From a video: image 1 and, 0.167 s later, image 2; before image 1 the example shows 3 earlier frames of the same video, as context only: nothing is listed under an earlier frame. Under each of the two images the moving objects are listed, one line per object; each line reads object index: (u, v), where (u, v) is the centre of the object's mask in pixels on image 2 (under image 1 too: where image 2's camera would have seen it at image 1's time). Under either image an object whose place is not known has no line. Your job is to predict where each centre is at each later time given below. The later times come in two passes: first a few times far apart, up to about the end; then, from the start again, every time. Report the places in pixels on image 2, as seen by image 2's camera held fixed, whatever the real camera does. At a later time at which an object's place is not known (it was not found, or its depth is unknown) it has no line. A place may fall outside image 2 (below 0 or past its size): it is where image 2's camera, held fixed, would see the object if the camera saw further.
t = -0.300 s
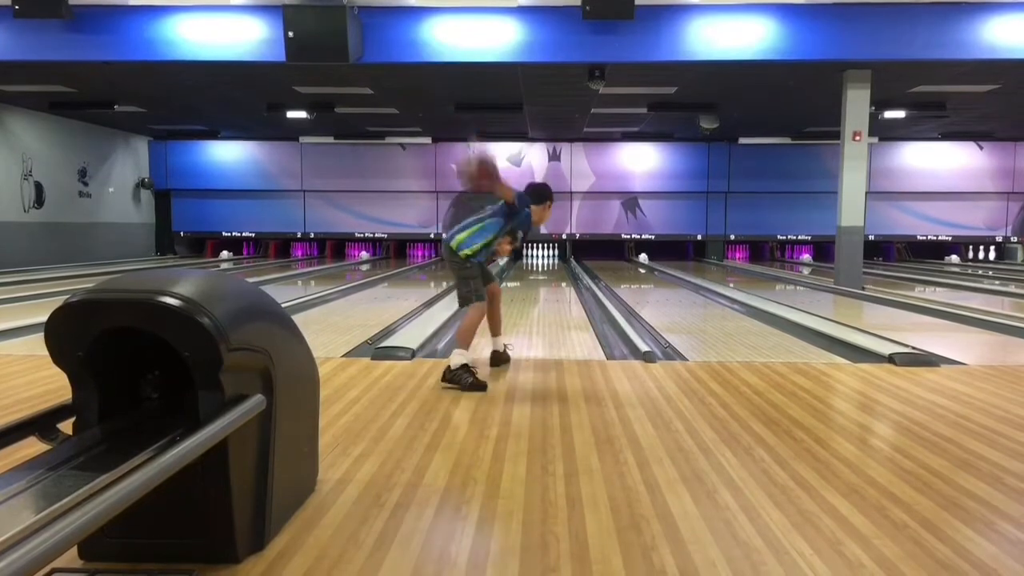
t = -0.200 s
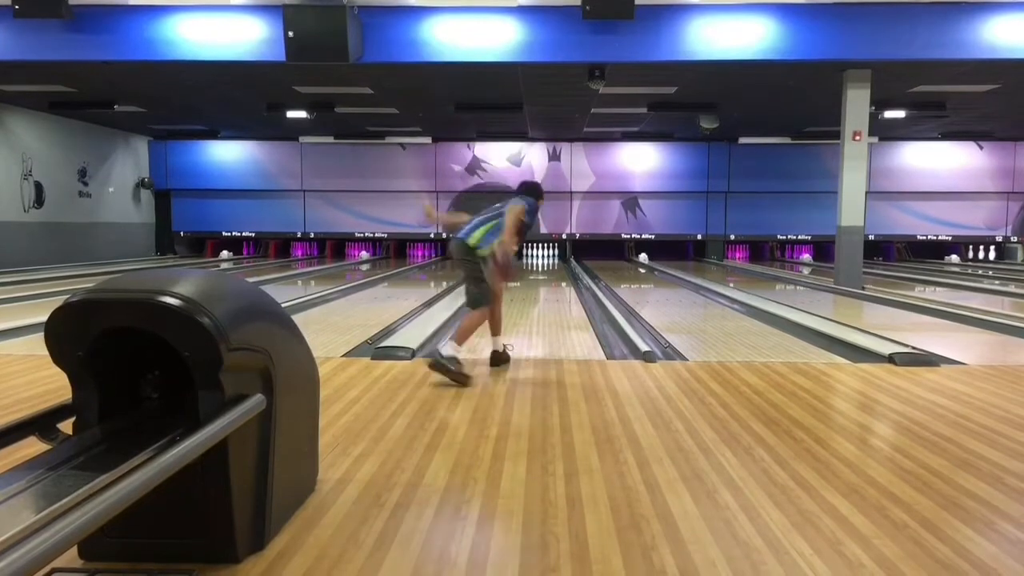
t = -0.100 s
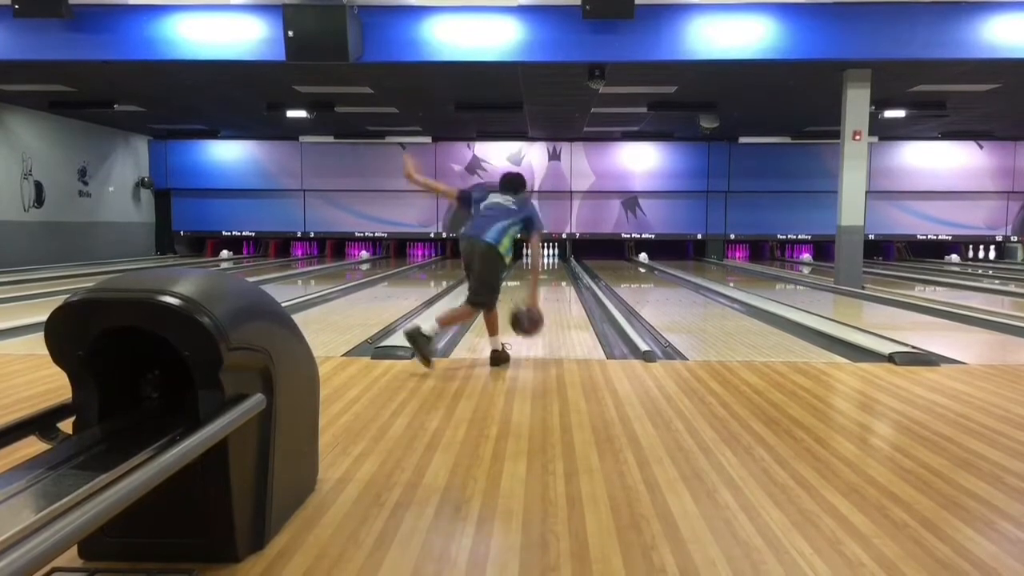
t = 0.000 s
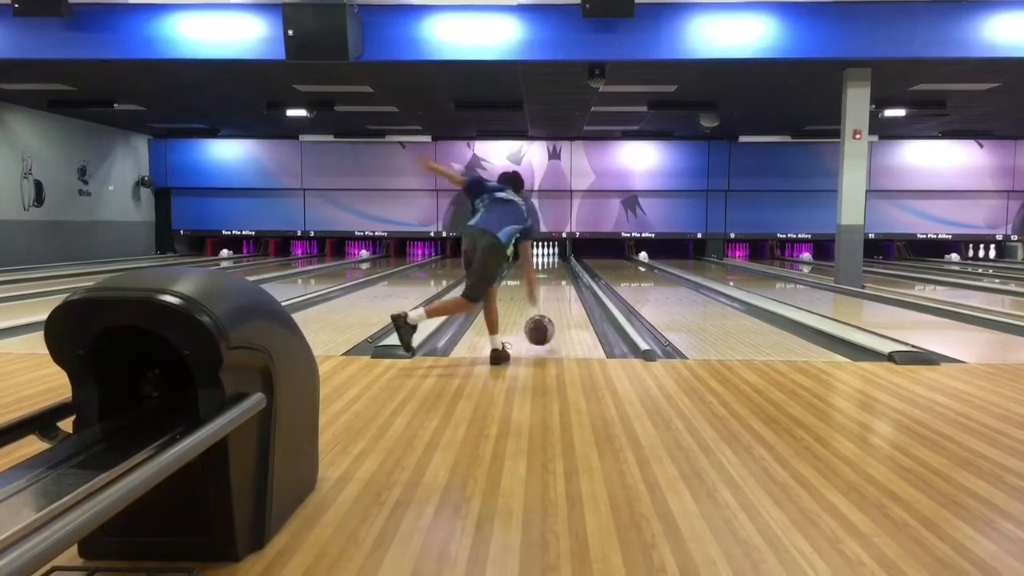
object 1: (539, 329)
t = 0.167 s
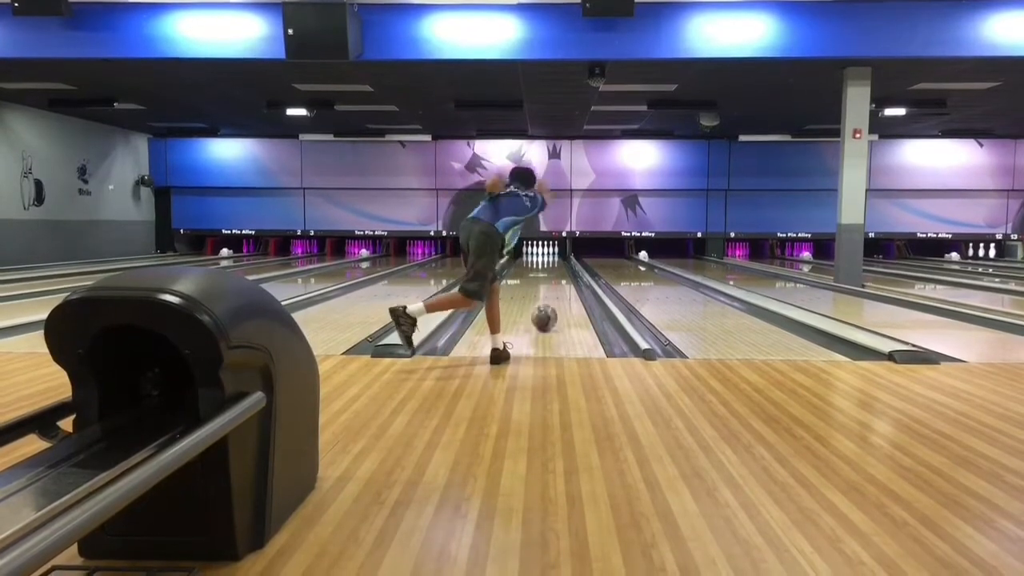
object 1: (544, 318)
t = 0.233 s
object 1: (546, 312)
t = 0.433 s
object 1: (549, 299)
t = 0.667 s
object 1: (551, 288)
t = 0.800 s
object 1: (552, 284)
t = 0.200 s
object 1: (545, 315)
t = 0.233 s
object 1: (546, 312)
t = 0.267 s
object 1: (547, 310)
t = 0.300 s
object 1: (547, 307)
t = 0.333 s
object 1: (548, 306)
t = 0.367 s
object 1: (548, 303)
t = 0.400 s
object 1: (548, 301)
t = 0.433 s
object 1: (549, 299)
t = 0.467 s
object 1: (550, 297)
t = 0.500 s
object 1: (550, 295)
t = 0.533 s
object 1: (551, 294)
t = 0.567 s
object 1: (550, 293)
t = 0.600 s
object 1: (551, 291)
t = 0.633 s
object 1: (551, 290)
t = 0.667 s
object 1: (551, 288)
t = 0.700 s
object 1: (551, 288)
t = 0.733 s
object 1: (551, 287)
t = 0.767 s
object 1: (552, 285)
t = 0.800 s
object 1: (552, 284)
